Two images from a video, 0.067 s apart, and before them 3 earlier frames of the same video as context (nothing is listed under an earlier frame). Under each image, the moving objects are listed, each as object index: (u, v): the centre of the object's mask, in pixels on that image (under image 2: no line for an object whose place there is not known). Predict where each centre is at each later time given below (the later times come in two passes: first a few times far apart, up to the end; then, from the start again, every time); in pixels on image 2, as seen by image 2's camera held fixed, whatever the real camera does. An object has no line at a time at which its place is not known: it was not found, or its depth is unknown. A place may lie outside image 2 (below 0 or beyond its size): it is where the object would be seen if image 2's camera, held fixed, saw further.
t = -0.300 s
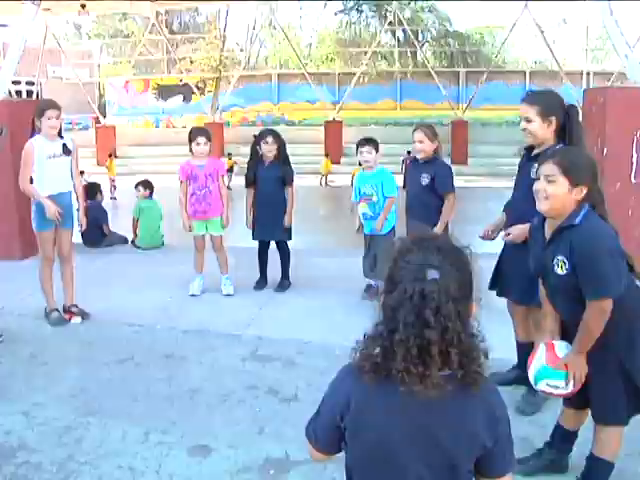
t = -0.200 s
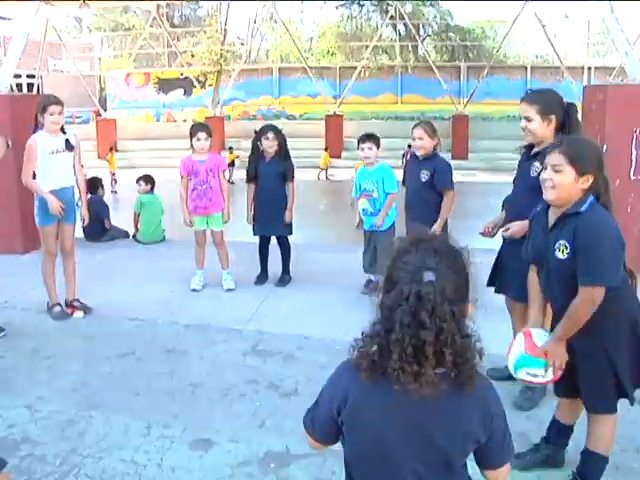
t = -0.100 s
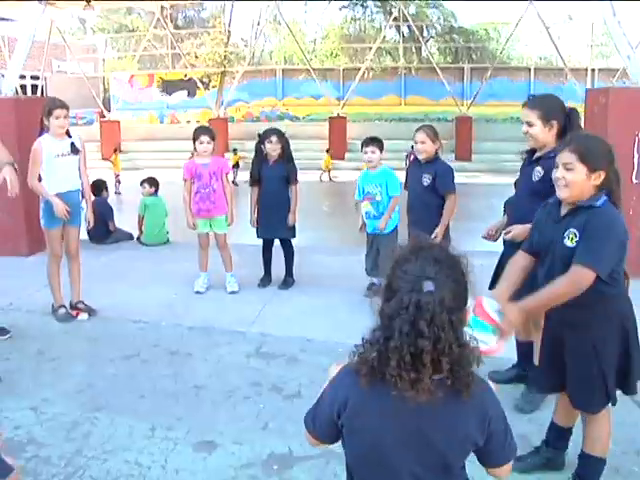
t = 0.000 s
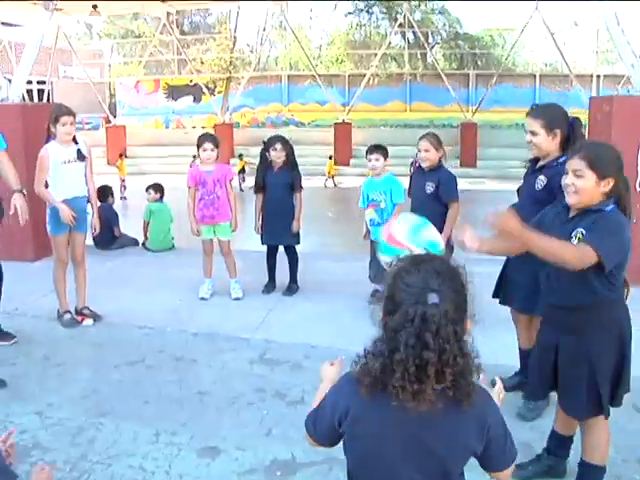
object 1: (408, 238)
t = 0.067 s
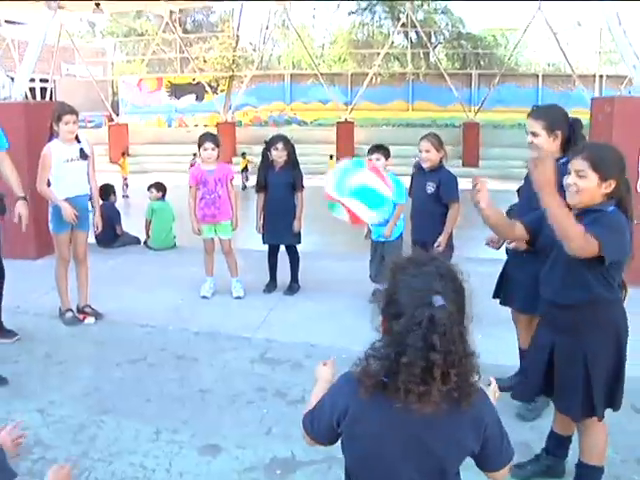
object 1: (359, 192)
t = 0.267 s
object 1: (172, 95)
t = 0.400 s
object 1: (37, 104)
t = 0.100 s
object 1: (330, 167)
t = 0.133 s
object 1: (300, 146)
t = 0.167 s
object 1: (269, 129)
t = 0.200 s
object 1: (239, 113)
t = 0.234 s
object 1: (206, 101)
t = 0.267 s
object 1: (172, 95)
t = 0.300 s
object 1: (139, 92)
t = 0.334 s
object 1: (105, 92)
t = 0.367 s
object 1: (69, 98)
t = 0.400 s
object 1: (37, 104)
